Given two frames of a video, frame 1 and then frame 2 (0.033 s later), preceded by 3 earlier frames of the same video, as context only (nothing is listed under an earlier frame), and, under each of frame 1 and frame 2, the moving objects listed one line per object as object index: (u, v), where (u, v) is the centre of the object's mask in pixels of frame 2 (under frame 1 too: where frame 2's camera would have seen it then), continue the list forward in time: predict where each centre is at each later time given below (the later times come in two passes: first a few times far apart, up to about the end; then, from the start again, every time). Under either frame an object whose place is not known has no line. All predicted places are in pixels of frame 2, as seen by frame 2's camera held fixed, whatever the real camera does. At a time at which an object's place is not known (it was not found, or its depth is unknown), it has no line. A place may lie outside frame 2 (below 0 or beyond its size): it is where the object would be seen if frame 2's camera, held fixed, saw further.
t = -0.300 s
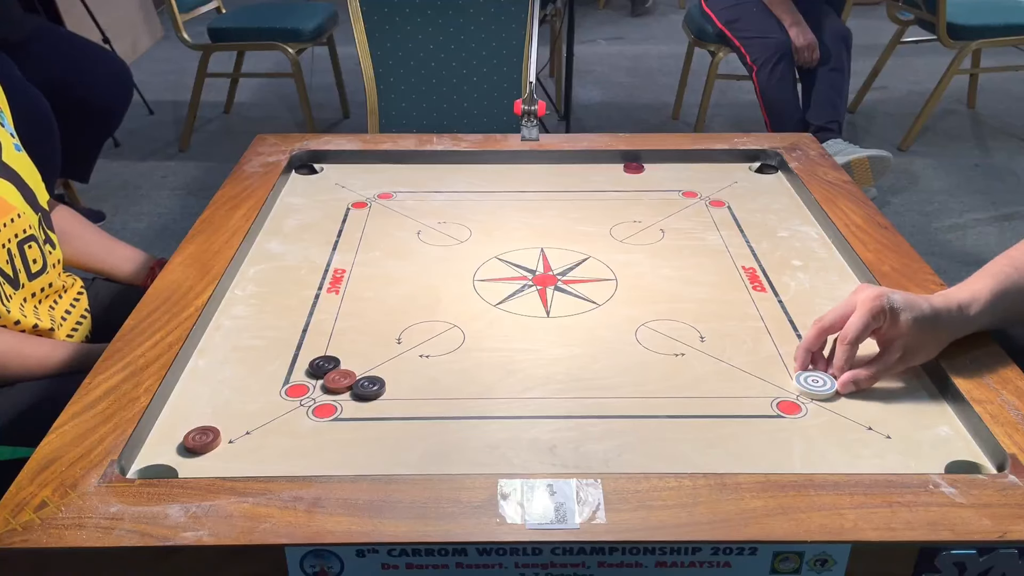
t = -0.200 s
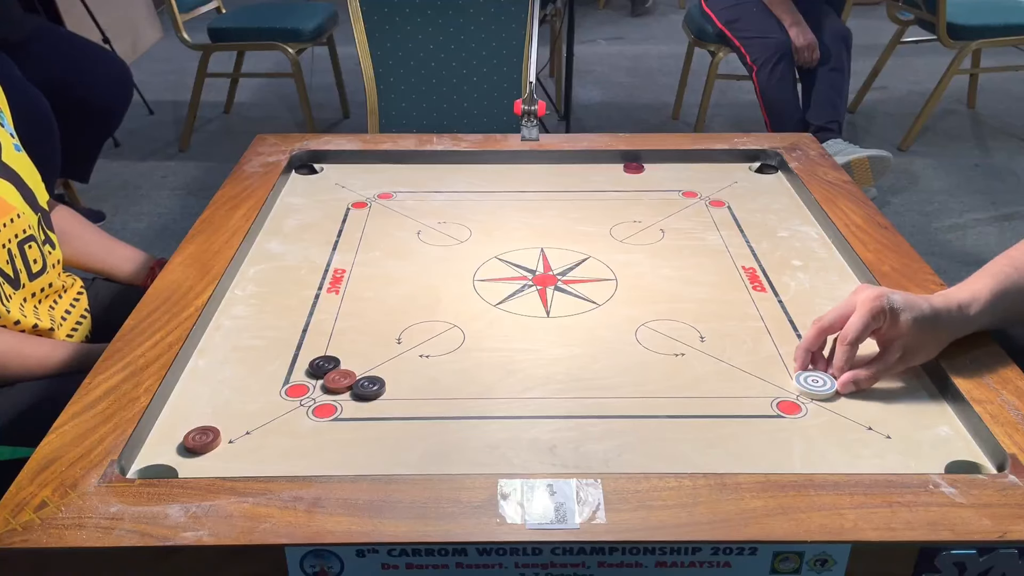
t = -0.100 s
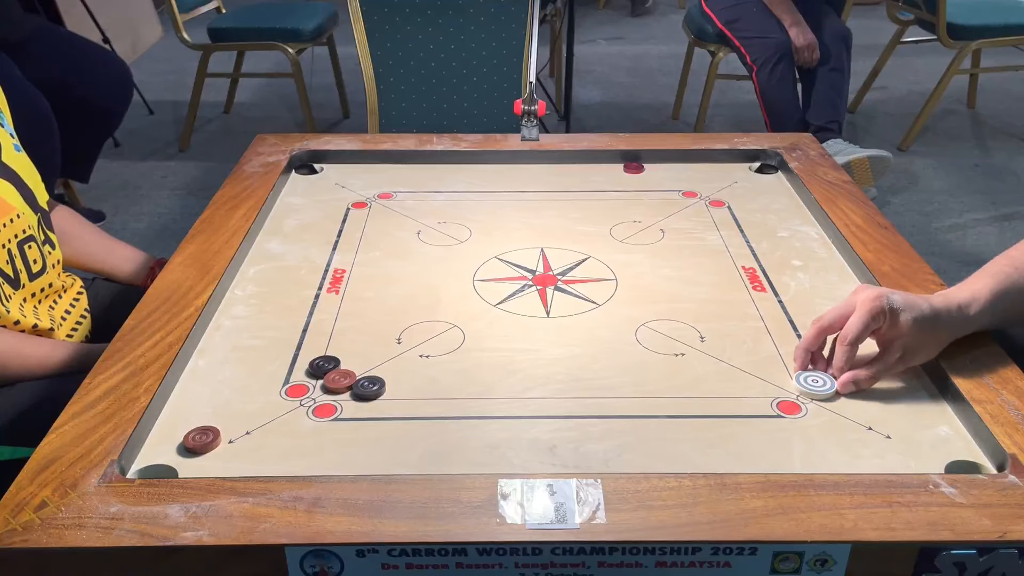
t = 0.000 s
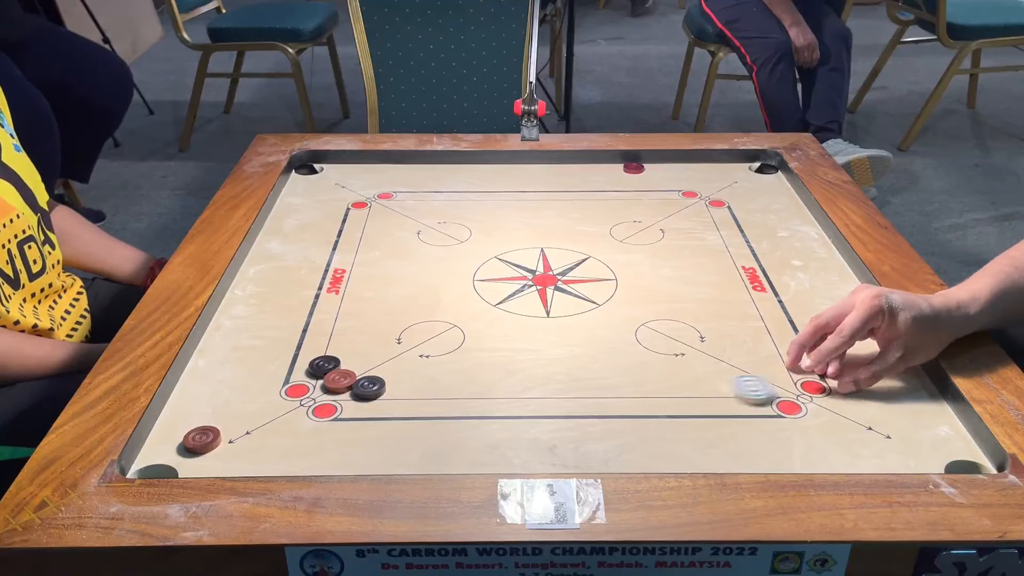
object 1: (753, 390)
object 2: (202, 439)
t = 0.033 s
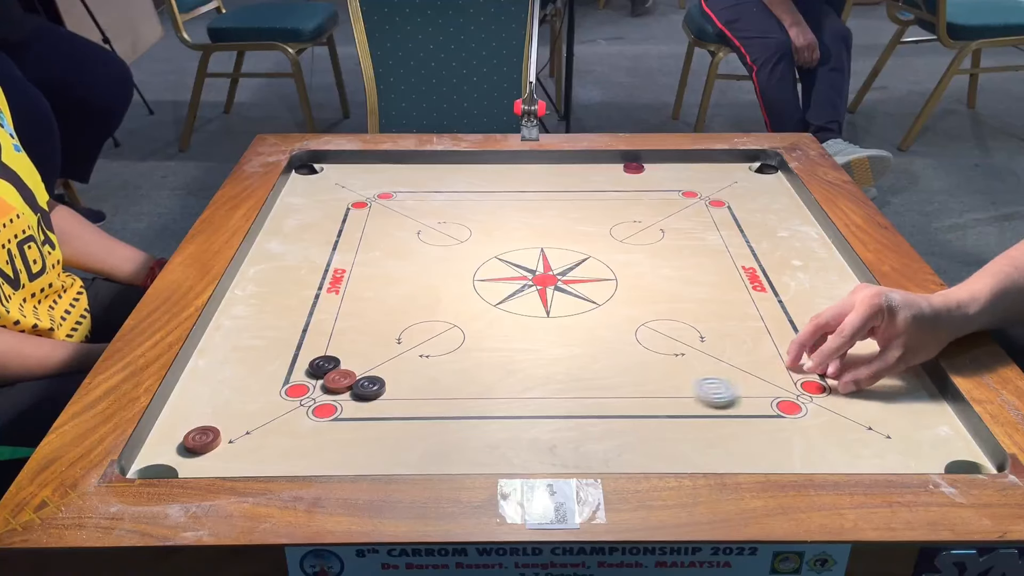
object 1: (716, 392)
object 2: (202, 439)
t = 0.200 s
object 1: (535, 405)
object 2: (202, 439)
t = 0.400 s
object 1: (333, 421)
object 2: (202, 439)
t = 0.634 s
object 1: (185, 424)
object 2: (221, 459)
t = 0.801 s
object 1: (201, 421)
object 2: (316, 467)
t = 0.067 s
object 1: (678, 395)
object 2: (202, 439)
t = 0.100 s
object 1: (642, 397)
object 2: (202, 439)
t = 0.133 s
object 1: (605, 400)
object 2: (202, 439)
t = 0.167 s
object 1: (570, 402)
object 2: (202, 439)
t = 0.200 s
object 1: (535, 405)
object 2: (202, 439)
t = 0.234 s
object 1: (500, 408)
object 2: (202, 439)
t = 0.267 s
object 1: (466, 410)
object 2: (202, 439)
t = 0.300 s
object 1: (433, 412)
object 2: (202, 439)
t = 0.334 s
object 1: (399, 415)
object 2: (202, 439)
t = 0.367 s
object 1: (367, 418)
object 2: (202, 439)
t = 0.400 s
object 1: (333, 421)
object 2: (202, 439)
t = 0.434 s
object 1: (302, 423)
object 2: (202, 439)
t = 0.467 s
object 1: (270, 425)
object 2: (202, 439)
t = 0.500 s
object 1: (241, 427)
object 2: (200, 440)
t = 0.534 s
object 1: (225, 427)
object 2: (161, 449)
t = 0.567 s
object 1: (212, 425)
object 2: (177, 453)
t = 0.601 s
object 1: (197, 425)
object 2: (199, 456)
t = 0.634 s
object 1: (185, 424)
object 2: (221, 459)
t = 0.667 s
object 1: (176, 424)
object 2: (242, 461)
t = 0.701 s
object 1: (184, 422)
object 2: (263, 463)
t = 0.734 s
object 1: (191, 422)
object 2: (281, 465)
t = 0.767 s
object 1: (196, 421)
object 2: (299, 466)
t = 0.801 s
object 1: (201, 421)
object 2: (316, 467)
